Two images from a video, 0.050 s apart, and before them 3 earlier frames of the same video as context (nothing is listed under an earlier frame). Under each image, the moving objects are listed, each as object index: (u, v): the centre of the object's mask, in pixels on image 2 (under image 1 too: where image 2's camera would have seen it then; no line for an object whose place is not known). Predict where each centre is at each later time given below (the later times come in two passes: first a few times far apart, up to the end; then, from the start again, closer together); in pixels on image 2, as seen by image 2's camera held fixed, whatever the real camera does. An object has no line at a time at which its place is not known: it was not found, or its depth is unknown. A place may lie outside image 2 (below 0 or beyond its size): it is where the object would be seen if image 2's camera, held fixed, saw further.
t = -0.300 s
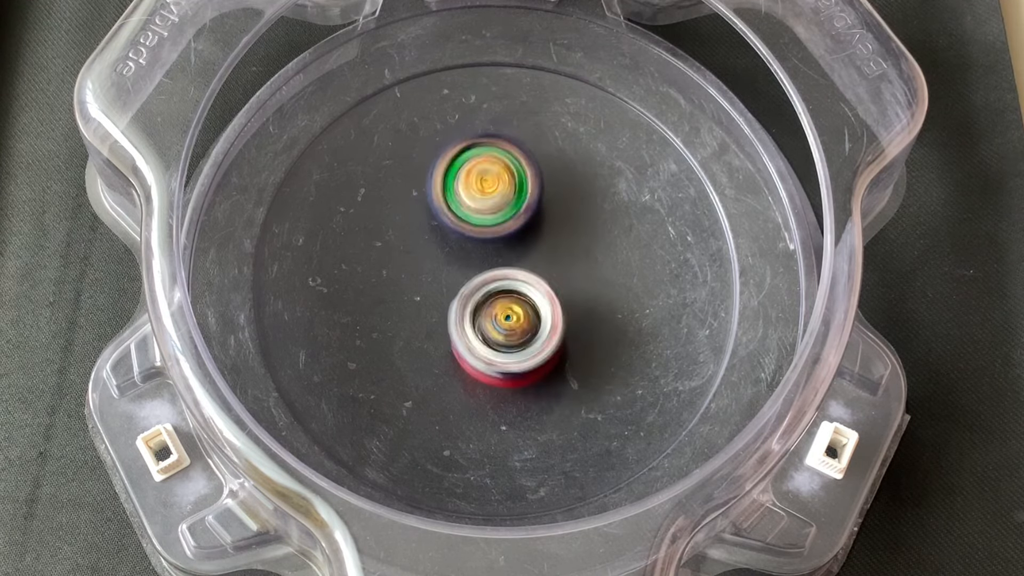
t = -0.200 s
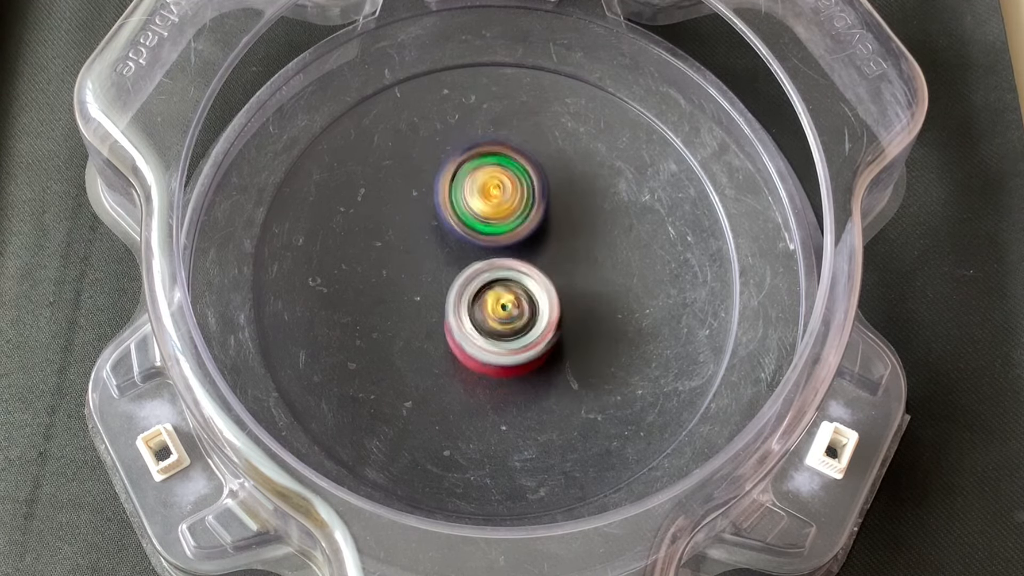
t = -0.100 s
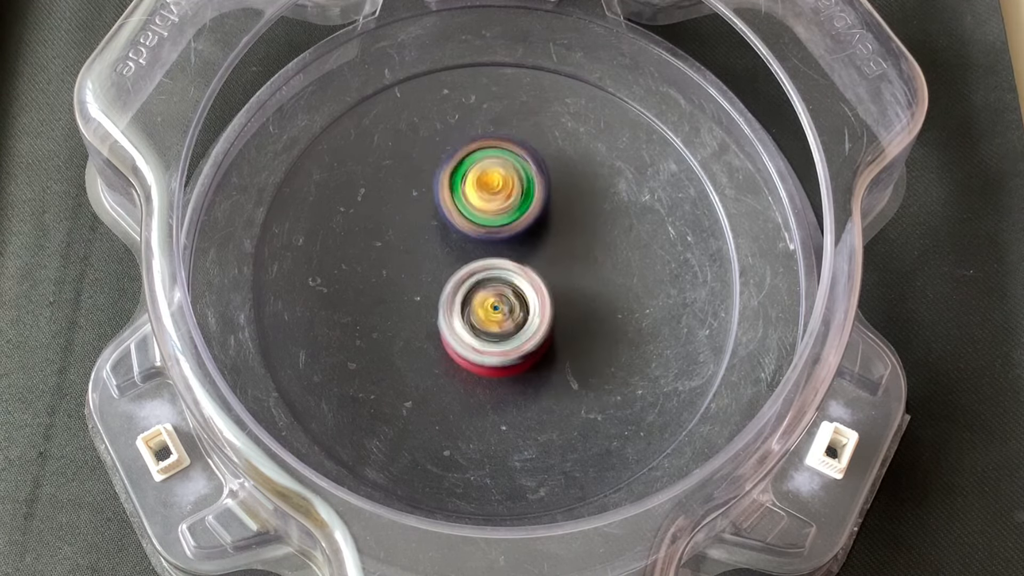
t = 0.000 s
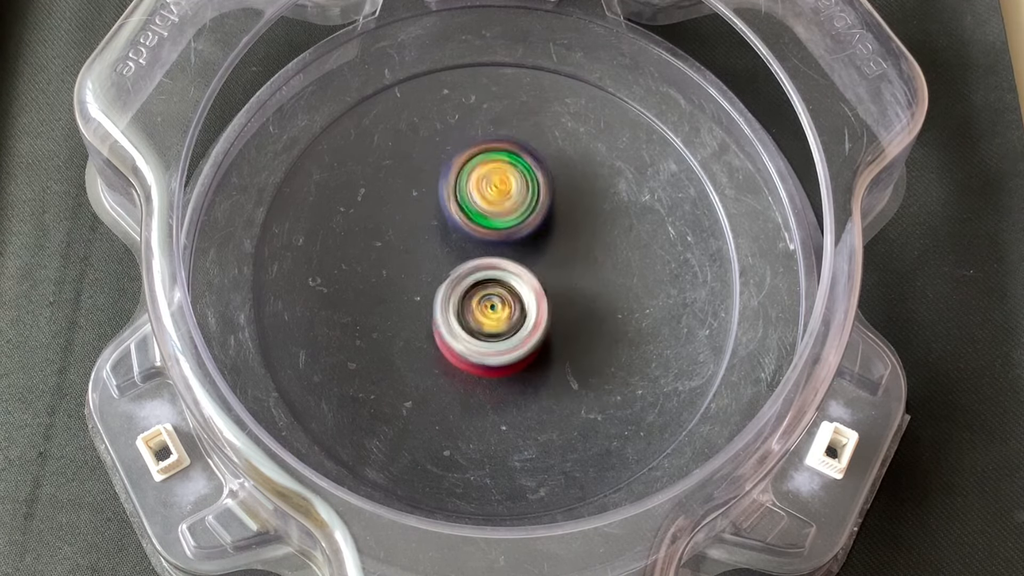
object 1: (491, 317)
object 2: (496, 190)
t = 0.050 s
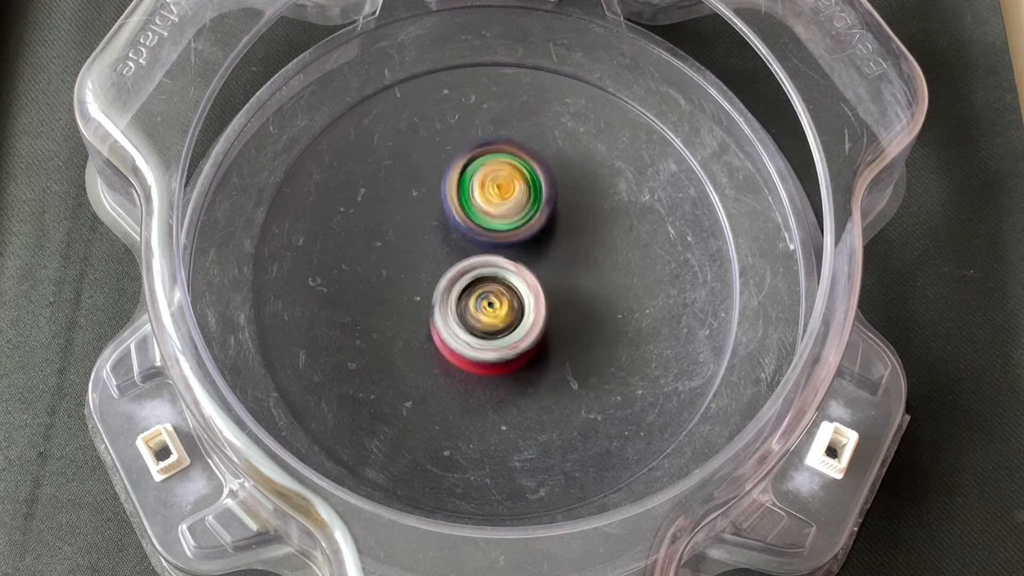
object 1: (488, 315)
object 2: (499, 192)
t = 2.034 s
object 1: (458, 314)
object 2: (536, 223)
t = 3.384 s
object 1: (442, 294)
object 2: (573, 244)
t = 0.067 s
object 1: (488, 314)
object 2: (499, 192)
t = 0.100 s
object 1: (486, 312)
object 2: (500, 194)
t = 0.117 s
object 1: (485, 311)
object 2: (501, 194)
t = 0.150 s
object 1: (482, 309)
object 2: (503, 191)
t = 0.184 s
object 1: (480, 310)
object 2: (504, 190)
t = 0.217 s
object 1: (476, 309)
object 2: (505, 189)
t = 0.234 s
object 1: (474, 309)
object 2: (504, 189)
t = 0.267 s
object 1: (471, 307)
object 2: (504, 192)
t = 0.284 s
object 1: (470, 307)
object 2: (504, 193)
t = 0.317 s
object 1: (467, 306)
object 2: (505, 196)
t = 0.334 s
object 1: (466, 305)
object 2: (506, 198)
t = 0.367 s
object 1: (463, 306)
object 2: (507, 198)
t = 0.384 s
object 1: (462, 306)
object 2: (508, 199)
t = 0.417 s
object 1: (460, 308)
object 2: (508, 201)
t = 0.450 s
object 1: (459, 308)
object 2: (510, 204)
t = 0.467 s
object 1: (459, 308)
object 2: (510, 204)
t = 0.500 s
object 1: (457, 310)
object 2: (512, 205)
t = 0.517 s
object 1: (457, 311)
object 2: (512, 204)
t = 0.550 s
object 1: (458, 312)
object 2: (512, 206)
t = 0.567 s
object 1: (458, 311)
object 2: (513, 207)
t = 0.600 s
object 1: (459, 312)
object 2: (514, 208)
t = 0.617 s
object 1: (460, 312)
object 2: (514, 209)
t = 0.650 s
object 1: (460, 313)
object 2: (514, 208)
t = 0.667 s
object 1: (459, 316)
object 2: (516, 206)
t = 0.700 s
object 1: (460, 320)
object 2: (516, 205)
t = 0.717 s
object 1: (459, 322)
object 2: (515, 206)
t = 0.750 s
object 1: (461, 326)
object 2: (516, 208)
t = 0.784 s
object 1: (462, 327)
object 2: (517, 209)
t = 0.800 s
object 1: (464, 328)
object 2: (518, 210)
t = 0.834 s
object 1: (467, 329)
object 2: (518, 212)
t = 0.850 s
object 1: (469, 329)
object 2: (519, 214)
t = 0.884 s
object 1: (472, 327)
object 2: (519, 215)
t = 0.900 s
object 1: (474, 325)
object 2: (520, 216)
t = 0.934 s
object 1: (478, 323)
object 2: (521, 217)
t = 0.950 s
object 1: (478, 322)
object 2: (521, 215)
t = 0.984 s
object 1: (479, 325)
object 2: (524, 209)
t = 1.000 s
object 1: (479, 325)
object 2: (524, 206)
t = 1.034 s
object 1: (482, 325)
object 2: (524, 206)
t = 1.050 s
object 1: (482, 325)
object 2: (524, 206)
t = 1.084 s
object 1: (483, 322)
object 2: (523, 209)
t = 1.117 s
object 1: (485, 320)
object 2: (523, 210)
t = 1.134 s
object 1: (485, 320)
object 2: (524, 209)
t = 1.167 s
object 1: (484, 322)
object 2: (525, 206)
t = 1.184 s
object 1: (484, 322)
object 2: (525, 205)
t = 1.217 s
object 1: (485, 322)
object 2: (525, 207)
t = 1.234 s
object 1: (484, 322)
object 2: (525, 208)
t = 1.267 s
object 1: (484, 321)
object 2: (525, 210)
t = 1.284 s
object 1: (485, 321)
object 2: (526, 210)
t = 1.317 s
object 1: (484, 320)
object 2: (526, 211)
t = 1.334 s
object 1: (484, 320)
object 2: (527, 211)
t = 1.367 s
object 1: (483, 323)
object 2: (529, 207)
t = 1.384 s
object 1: (482, 324)
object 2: (530, 206)
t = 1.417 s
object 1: (481, 326)
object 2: (530, 206)
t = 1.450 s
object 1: (480, 327)
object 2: (530, 207)
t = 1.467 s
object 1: (480, 327)
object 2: (530, 208)
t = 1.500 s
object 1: (480, 326)
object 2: (530, 210)
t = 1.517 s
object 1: (481, 326)
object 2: (531, 211)
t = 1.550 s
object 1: (480, 324)
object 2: (531, 213)
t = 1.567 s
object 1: (480, 322)
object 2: (531, 214)
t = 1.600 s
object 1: (480, 320)
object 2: (532, 215)
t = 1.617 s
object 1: (480, 318)
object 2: (532, 216)
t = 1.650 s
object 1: (477, 319)
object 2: (532, 213)
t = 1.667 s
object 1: (475, 319)
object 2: (532, 212)
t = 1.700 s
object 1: (473, 318)
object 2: (529, 213)
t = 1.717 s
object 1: (471, 319)
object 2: (529, 214)
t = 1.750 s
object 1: (469, 317)
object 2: (529, 216)
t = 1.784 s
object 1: (466, 318)
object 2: (530, 217)
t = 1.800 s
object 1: (464, 318)
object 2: (531, 217)
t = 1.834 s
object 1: (461, 320)
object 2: (531, 218)
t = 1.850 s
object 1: (460, 320)
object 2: (532, 219)
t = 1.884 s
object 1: (458, 320)
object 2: (532, 220)
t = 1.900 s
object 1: (459, 320)
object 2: (533, 220)
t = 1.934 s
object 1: (458, 319)
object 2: (533, 221)
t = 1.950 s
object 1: (458, 317)
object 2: (534, 222)
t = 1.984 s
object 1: (458, 316)
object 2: (534, 223)
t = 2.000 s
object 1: (458, 315)
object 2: (534, 223)
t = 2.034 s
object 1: (458, 314)
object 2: (536, 223)
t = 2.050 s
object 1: (458, 313)
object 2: (537, 222)
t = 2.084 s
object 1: (457, 311)
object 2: (537, 222)
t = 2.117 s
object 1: (457, 309)
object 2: (538, 223)
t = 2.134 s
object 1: (456, 309)
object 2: (538, 223)
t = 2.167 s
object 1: (455, 306)
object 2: (538, 224)
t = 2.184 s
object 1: (452, 307)
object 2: (539, 223)
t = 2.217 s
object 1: (448, 309)
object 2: (540, 222)
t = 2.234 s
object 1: (446, 310)
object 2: (540, 222)
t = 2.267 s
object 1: (444, 310)
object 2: (540, 222)
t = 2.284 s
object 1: (444, 311)
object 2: (540, 224)
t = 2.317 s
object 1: (443, 311)
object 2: (541, 225)
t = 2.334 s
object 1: (443, 310)
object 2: (541, 225)
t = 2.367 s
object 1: (444, 310)
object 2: (542, 227)
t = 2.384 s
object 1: (444, 309)
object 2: (542, 227)
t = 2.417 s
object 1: (446, 308)
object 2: (542, 228)
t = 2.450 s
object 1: (447, 306)
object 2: (543, 229)
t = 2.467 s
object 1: (449, 304)
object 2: (543, 229)
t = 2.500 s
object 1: (450, 302)
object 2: (545, 229)
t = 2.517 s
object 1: (450, 301)
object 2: (545, 228)
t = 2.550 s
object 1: (452, 298)
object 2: (547, 228)
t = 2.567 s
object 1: (451, 297)
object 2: (547, 228)
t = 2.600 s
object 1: (451, 294)
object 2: (548, 226)
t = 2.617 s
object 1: (452, 293)
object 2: (548, 227)
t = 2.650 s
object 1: (446, 293)
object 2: (551, 224)
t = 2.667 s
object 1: (445, 293)
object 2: (551, 223)
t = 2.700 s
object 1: (443, 292)
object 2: (552, 221)
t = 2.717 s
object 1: (441, 292)
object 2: (550, 222)
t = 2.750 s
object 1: (439, 292)
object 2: (549, 225)
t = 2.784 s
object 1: (438, 291)
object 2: (547, 227)
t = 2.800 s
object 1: (438, 291)
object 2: (547, 228)
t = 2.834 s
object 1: (437, 290)
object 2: (547, 231)
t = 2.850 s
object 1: (438, 290)
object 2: (546, 232)
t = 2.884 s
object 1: (439, 289)
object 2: (547, 235)
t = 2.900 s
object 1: (437, 288)
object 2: (550, 235)
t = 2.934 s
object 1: (431, 291)
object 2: (558, 230)
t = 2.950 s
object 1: (429, 292)
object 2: (561, 228)
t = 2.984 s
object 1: (425, 294)
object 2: (561, 226)
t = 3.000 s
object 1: (424, 295)
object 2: (560, 226)
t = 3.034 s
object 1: (422, 296)
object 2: (558, 230)
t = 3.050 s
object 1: (421, 297)
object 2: (557, 230)
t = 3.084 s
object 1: (421, 298)
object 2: (556, 235)
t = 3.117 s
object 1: (423, 299)
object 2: (557, 236)
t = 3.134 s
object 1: (423, 299)
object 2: (557, 237)
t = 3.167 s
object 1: (425, 299)
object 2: (558, 241)
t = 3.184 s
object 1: (427, 299)
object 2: (559, 241)
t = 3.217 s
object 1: (431, 298)
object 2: (558, 242)
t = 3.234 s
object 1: (433, 298)
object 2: (559, 244)
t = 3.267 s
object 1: (438, 296)
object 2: (560, 243)
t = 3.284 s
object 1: (442, 295)
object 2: (559, 244)
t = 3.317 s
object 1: (446, 293)
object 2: (560, 247)
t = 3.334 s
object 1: (449, 292)
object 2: (559, 247)
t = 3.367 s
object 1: (445, 293)
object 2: (568, 245)
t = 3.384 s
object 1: (442, 294)
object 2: (573, 244)
